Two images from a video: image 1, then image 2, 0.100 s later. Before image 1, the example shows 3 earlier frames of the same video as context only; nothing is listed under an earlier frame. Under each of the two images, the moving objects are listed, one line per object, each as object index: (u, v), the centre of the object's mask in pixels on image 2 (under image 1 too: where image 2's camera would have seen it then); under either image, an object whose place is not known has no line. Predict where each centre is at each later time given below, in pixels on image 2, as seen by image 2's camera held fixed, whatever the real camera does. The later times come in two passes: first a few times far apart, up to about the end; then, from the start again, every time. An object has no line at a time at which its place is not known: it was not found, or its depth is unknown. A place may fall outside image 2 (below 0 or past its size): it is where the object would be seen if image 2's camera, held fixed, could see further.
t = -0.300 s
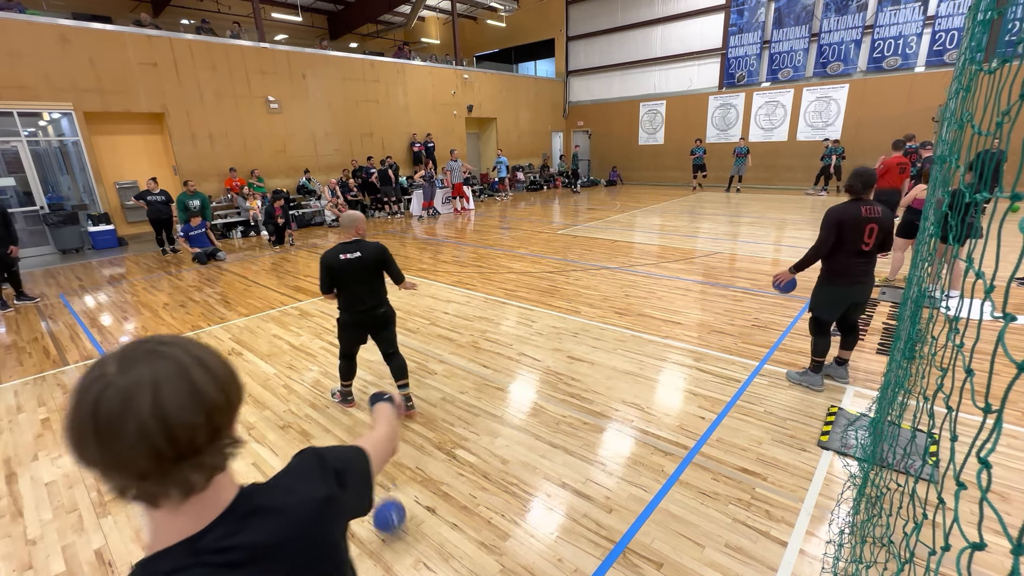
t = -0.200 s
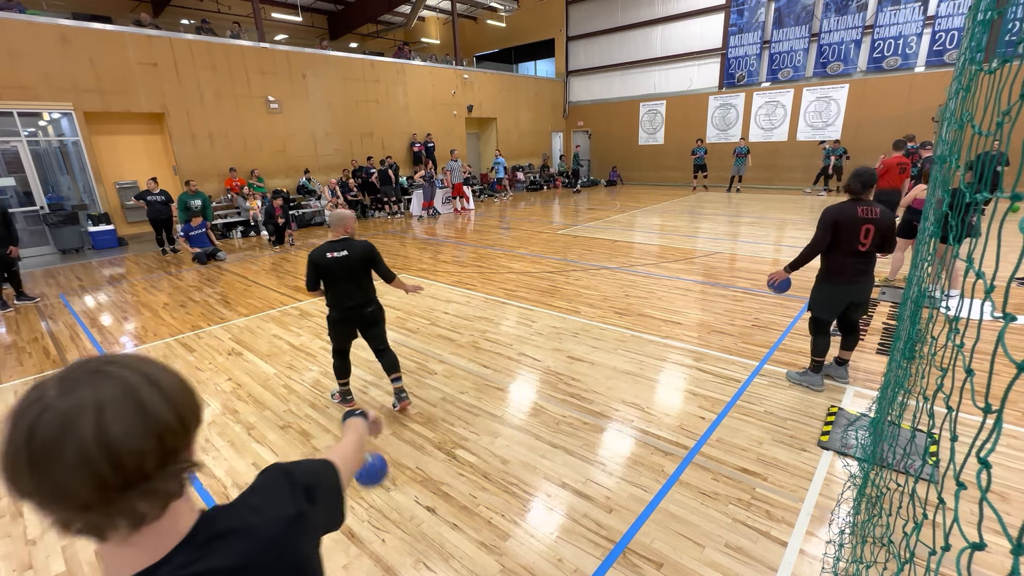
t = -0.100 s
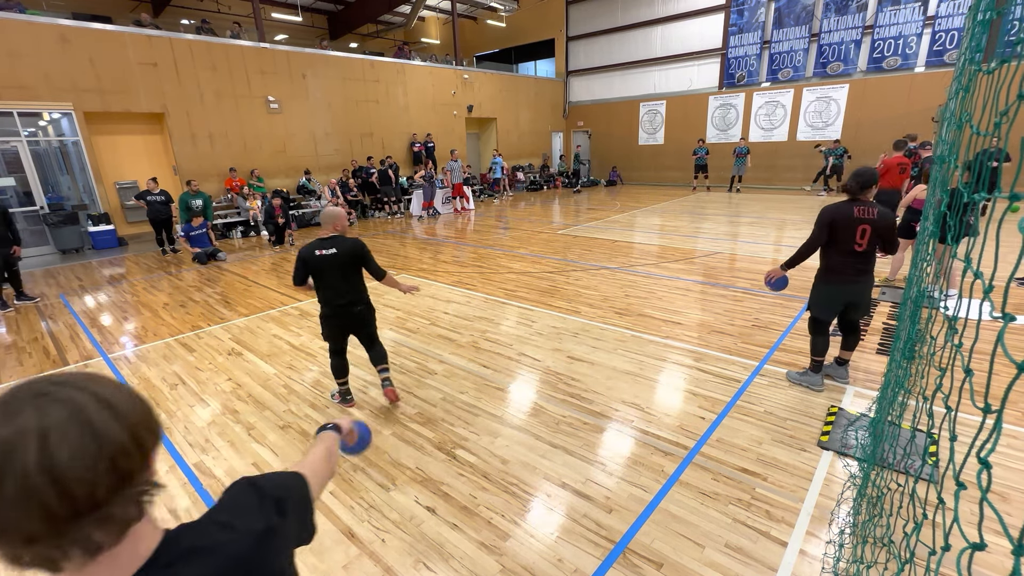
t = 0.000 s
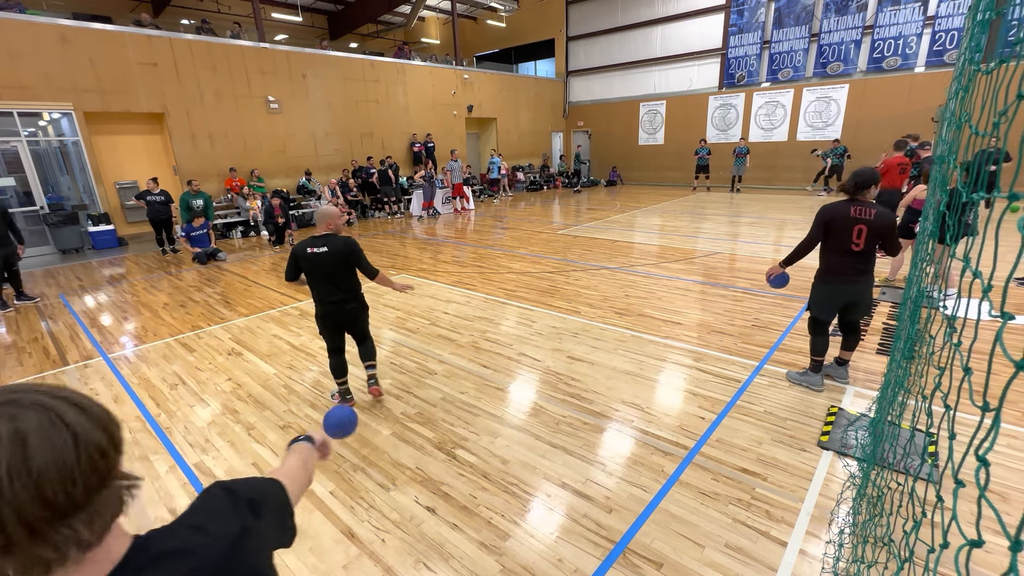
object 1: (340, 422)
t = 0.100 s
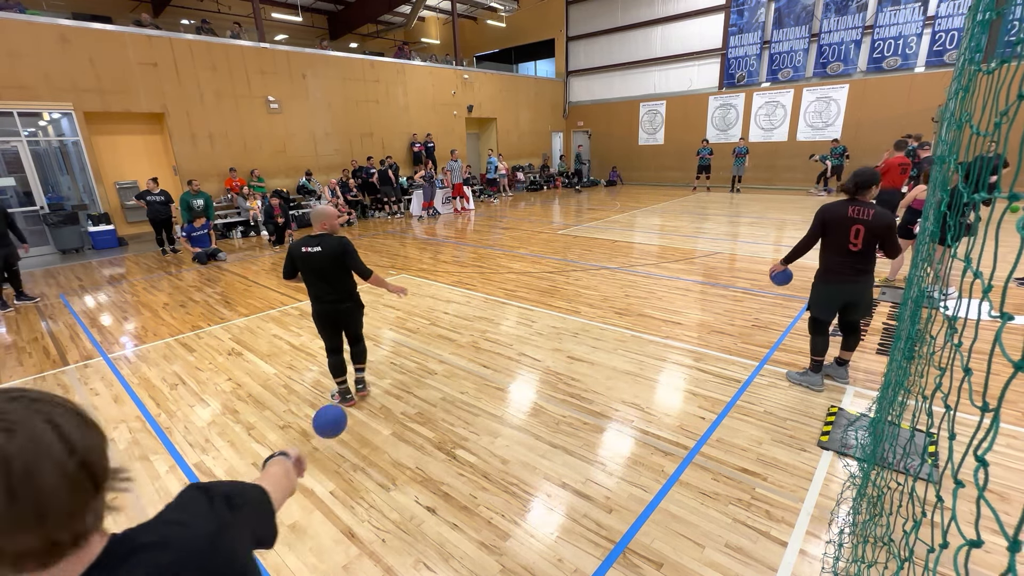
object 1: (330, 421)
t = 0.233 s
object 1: (321, 444)
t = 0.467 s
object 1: (305, 471)
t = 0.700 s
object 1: (283, 450)
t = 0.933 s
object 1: (269, 460)
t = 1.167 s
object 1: (256, 461)
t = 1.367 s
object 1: (243, 451)
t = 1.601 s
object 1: (232, 447)
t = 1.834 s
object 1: (221, 440)
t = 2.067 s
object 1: (212, 434)
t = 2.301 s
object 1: (204, 428)
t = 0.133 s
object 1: (327, 425)
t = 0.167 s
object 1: (324, 429)
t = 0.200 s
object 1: (322, 436)
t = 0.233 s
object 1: (321, 444)
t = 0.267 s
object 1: (319, 453)
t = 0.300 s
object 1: (318, 464)
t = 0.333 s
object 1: (317, 475)
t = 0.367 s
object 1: (317, 489)
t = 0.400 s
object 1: (315, 492)
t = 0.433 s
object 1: (310, 481)
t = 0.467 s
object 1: (305, 471)
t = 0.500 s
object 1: (301, 464)
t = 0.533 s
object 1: (297, 458)
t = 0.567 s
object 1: (294, 453)
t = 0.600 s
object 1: (290, 450)
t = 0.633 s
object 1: (287, 449)
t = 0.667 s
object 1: (285, 449)
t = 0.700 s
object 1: (283, 450)
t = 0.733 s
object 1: (281, 453)
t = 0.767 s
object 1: (279, 458)
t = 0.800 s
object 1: (278, 463)
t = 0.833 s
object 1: (277, 470)
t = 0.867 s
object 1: (276, 473)
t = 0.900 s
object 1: (272, 466)
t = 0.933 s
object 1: (269, 460)
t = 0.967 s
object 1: (266, 457)
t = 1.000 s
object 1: (264, 454)
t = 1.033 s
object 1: (261, 452)
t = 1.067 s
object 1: (259, 452)
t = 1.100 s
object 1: (258, 454)
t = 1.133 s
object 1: (256, 457)
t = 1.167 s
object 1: (256, 461)
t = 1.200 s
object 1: (254, 460)
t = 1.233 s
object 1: (251, 456)
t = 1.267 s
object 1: (248, 452)
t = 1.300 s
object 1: (246, 451)
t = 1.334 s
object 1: (245, 450)
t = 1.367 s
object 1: (243, 451)
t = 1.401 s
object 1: (242, 454)
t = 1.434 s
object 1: (241, 453)
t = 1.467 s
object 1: (238, 450)
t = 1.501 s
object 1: (236, 448)
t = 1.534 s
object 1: (235, 448)
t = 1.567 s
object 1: (234, 449)
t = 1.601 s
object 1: (232, 447)
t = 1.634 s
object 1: (230, 445)
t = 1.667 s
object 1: (229, 445)
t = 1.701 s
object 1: (227, 445)
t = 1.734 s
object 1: (226, 443)
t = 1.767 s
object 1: (224, 443)
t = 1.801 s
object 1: (223, 442)
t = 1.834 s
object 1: (221, 440)
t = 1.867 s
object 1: (220, 440)
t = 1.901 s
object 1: (218, 439)
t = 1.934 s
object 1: (217, 438)
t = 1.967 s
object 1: (216, 437)
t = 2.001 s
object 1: (214, 436)
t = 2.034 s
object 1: (213, 435)
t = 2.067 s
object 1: (212, 434)
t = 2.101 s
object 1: (211, 433)
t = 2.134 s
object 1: (209, 432)
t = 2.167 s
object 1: (208, 431)
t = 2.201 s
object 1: (207, 430)
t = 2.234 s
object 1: (206, 429)
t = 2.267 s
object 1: (205, 429)
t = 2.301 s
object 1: (204, 428)
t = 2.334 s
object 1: (202, 427)
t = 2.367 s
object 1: (202, 426)
